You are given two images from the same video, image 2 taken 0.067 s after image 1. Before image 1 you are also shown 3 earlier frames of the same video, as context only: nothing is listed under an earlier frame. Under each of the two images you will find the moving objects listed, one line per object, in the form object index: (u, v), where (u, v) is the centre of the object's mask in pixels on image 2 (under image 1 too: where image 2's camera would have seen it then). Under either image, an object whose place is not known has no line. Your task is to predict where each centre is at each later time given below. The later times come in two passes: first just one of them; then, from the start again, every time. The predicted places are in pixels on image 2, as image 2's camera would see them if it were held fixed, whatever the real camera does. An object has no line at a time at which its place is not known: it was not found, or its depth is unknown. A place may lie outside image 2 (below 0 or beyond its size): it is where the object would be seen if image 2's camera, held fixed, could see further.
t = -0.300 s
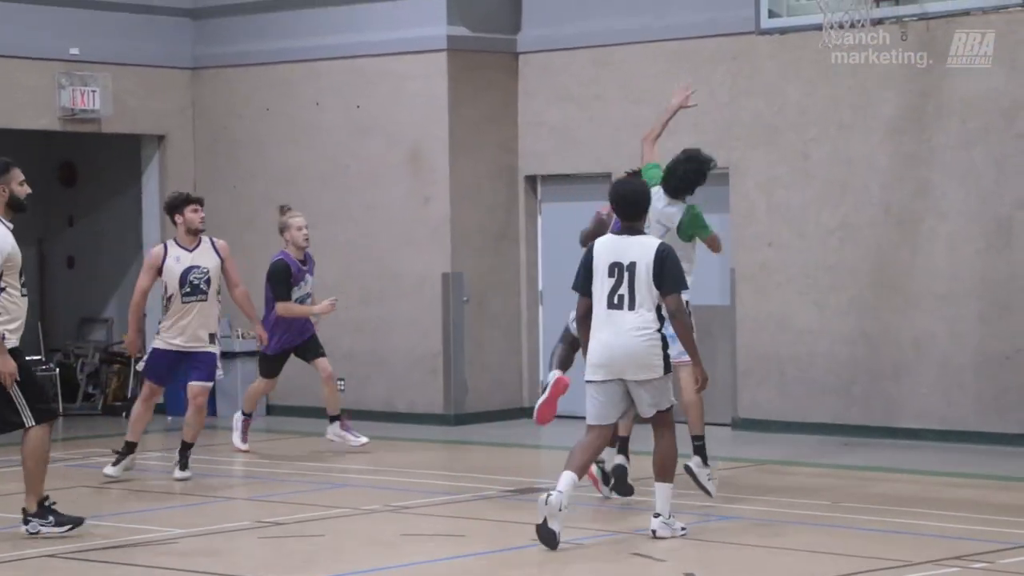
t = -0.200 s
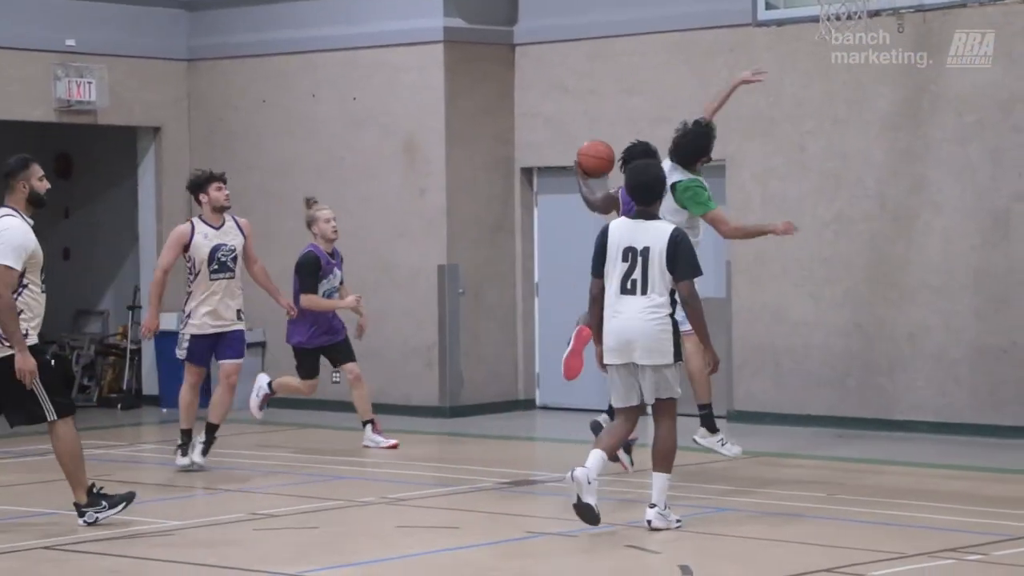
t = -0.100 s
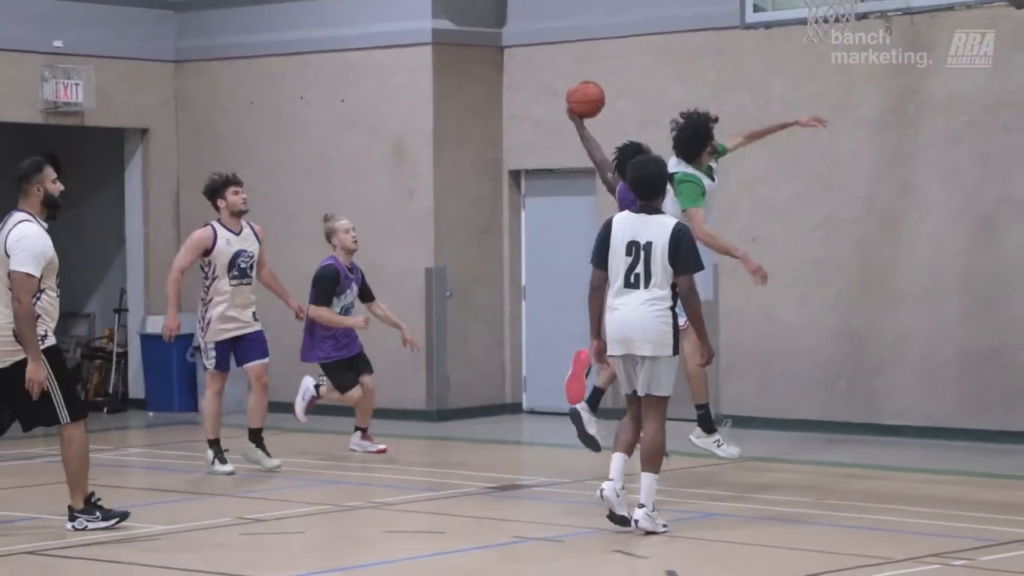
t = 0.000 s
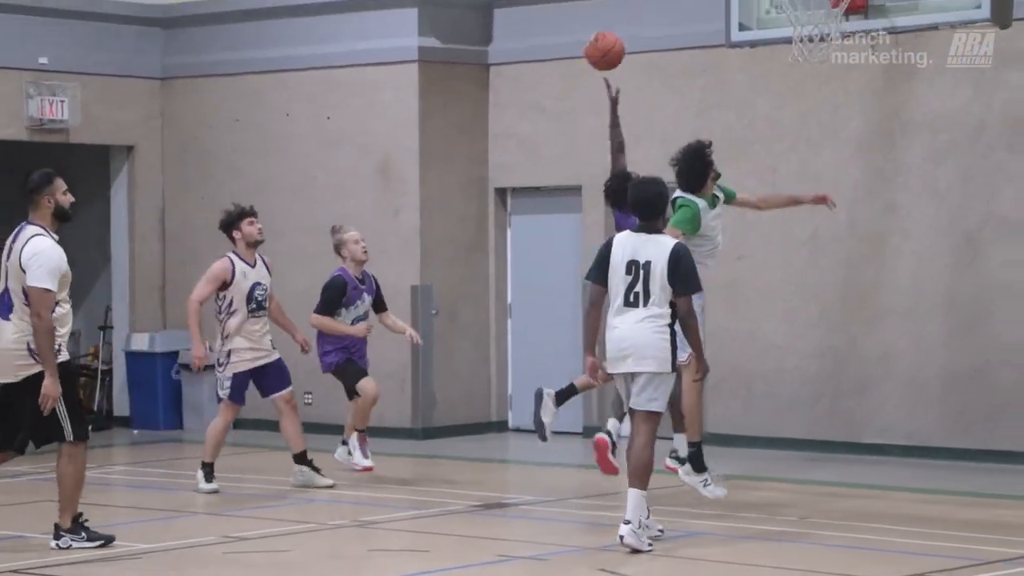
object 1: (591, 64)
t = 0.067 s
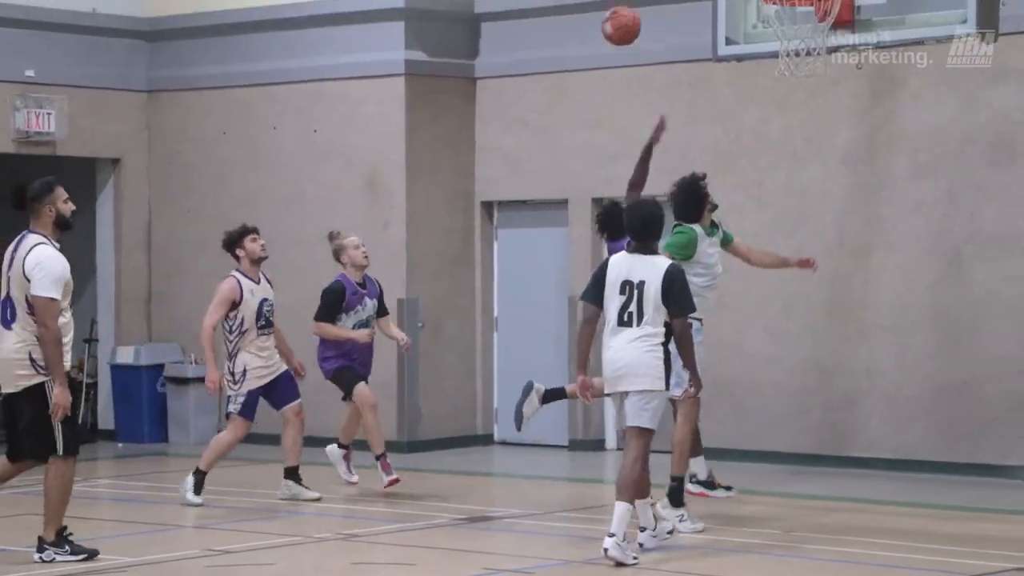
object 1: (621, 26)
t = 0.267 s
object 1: (713, -49)
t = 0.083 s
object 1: (628, 17)
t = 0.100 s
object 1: (636, 10)
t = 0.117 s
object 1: (644, 3)
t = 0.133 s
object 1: (651, -3)
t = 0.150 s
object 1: (658, -8)
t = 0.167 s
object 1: (666, -14)
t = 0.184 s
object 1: (674, -21)
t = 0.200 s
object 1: (682, -26)
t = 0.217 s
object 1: (690, -33)
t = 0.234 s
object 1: (697, -38)
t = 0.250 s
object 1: (705, -44)
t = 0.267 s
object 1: (713, -49)
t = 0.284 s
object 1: (720, -53)
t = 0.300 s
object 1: (728, -56)
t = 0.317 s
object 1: (735, -59)
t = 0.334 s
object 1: (743, -61)
